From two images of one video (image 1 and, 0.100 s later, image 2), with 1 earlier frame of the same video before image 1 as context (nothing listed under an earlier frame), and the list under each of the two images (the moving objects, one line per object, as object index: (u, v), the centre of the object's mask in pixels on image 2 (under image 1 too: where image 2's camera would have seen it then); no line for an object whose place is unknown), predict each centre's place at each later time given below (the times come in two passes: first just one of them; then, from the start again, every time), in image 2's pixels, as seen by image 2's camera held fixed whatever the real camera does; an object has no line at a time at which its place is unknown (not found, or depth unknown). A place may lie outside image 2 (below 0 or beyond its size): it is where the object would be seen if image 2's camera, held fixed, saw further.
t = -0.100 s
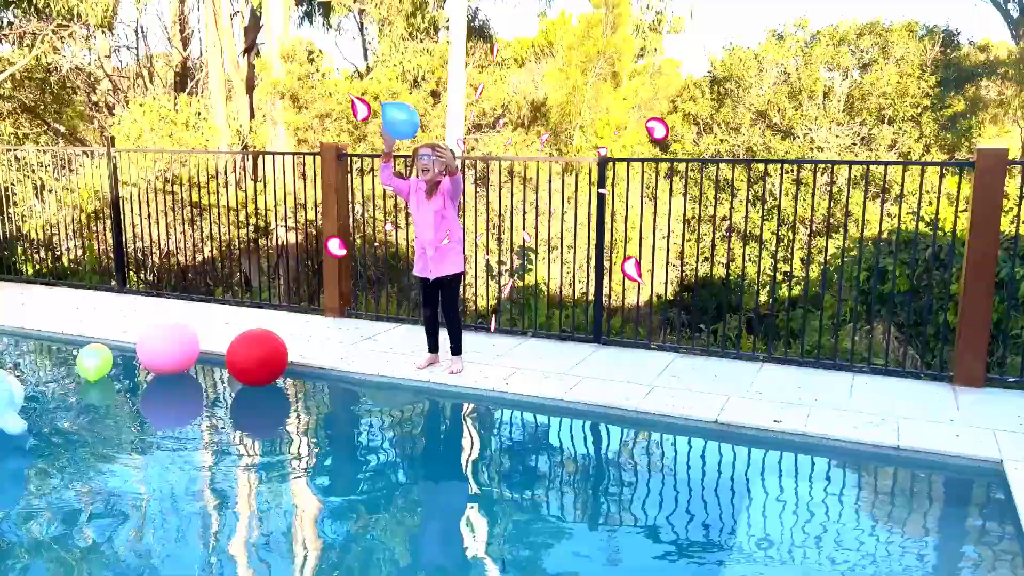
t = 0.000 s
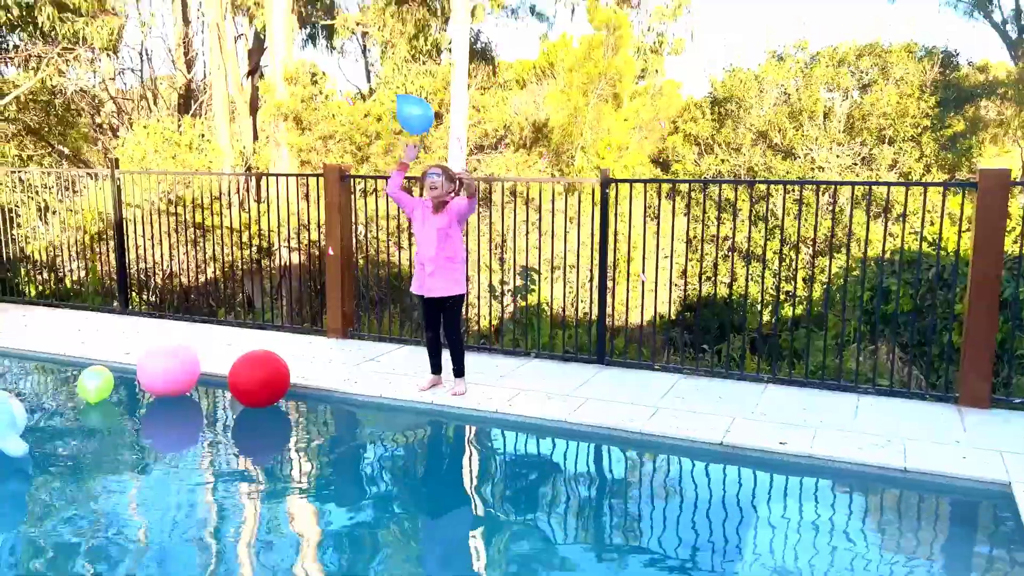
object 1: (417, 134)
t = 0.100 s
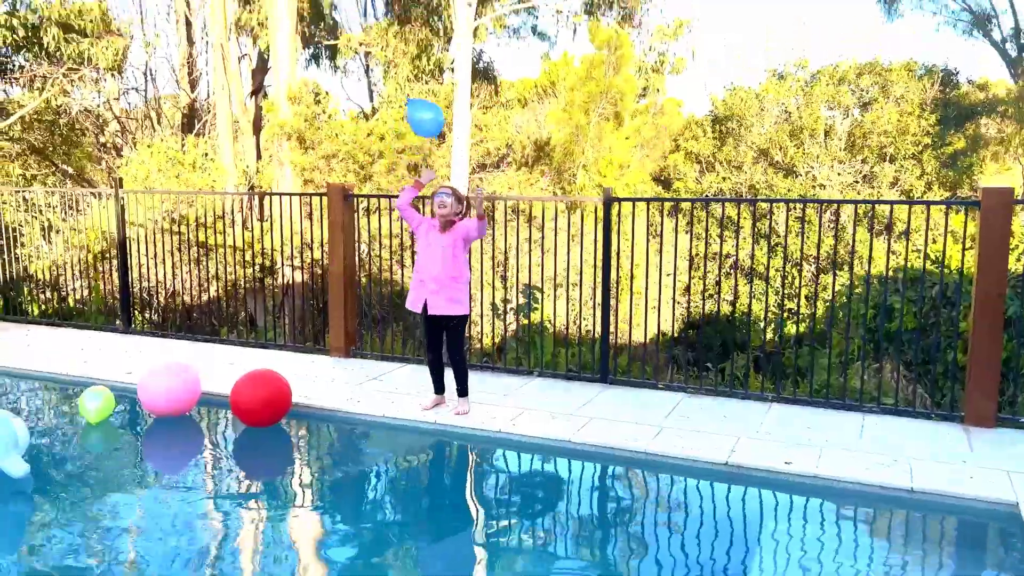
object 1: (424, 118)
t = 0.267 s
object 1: (434, 113)
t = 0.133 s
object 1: (427, 115)
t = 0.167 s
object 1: (429, 113)
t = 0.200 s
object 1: (431, 112)
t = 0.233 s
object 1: (432, 112)
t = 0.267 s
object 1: (434, 113)
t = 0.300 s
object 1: (435, 114)
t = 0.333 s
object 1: (437, 116)
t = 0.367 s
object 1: (438, 118)
